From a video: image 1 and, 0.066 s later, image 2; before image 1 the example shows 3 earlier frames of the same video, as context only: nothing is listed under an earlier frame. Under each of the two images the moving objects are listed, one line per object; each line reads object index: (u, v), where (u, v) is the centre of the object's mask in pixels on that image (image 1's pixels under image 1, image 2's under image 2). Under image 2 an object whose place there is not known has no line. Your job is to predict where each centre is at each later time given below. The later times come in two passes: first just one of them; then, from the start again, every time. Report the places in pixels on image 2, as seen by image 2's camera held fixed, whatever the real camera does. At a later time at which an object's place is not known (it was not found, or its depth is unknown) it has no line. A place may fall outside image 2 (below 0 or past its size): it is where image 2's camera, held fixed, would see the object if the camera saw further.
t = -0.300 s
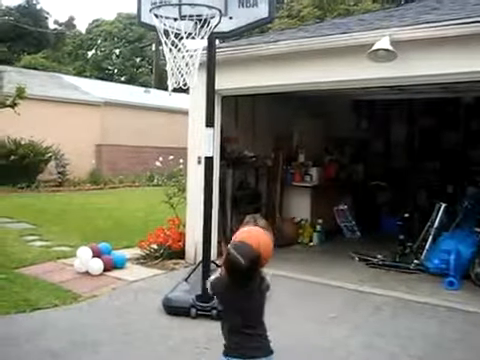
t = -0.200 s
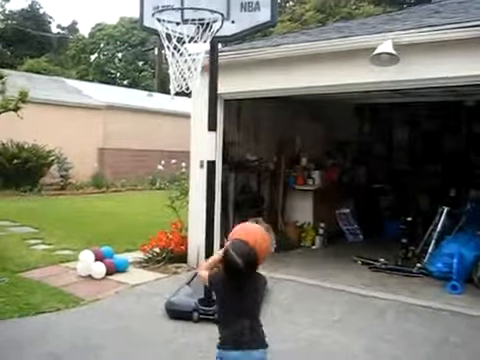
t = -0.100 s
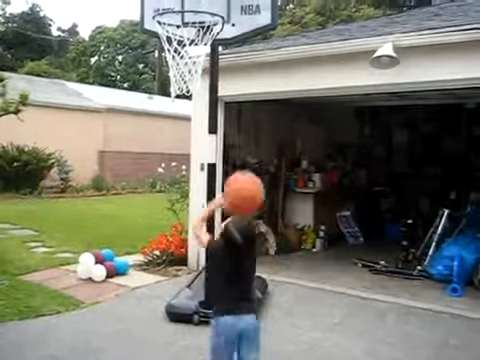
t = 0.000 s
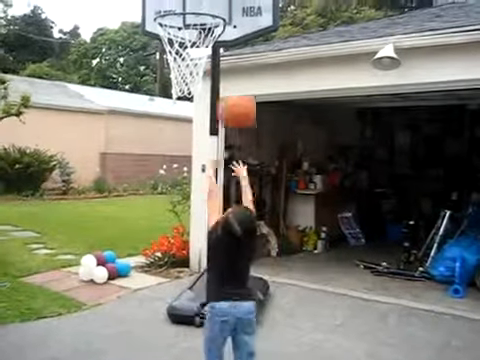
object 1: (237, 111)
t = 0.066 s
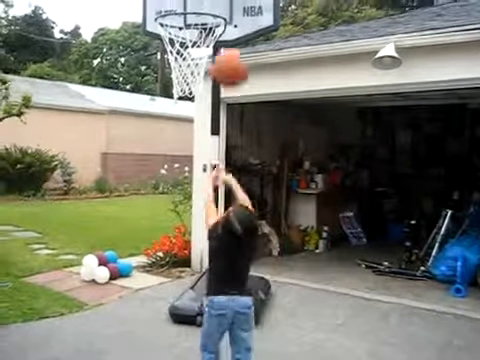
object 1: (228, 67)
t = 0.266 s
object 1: (215, 9)
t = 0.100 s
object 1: (226, 49)
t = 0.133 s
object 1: (224, 36)
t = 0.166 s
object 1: (222, 25)
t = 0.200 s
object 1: (217, 16)
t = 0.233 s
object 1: (216, 12)
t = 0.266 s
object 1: (215, 9)
